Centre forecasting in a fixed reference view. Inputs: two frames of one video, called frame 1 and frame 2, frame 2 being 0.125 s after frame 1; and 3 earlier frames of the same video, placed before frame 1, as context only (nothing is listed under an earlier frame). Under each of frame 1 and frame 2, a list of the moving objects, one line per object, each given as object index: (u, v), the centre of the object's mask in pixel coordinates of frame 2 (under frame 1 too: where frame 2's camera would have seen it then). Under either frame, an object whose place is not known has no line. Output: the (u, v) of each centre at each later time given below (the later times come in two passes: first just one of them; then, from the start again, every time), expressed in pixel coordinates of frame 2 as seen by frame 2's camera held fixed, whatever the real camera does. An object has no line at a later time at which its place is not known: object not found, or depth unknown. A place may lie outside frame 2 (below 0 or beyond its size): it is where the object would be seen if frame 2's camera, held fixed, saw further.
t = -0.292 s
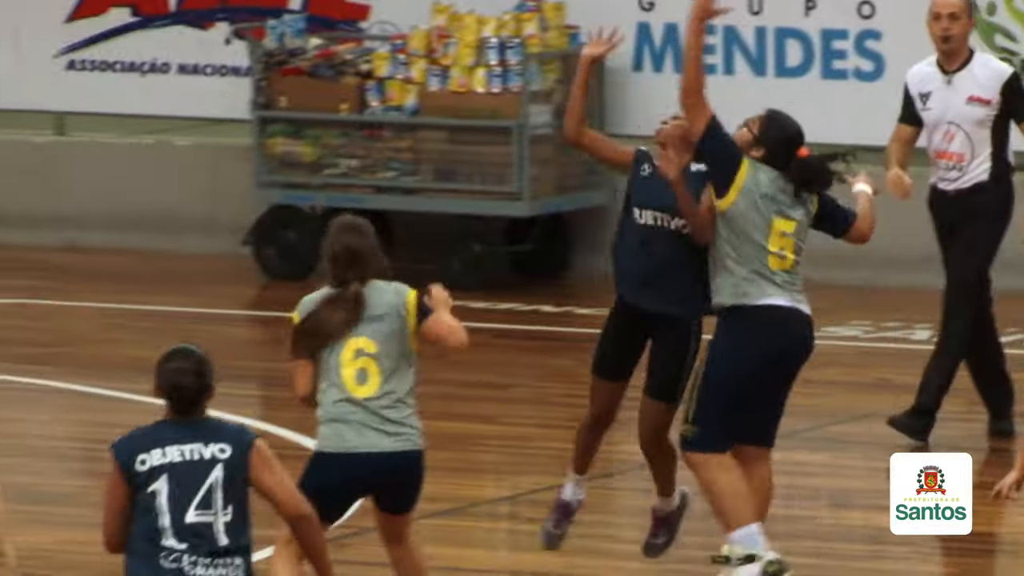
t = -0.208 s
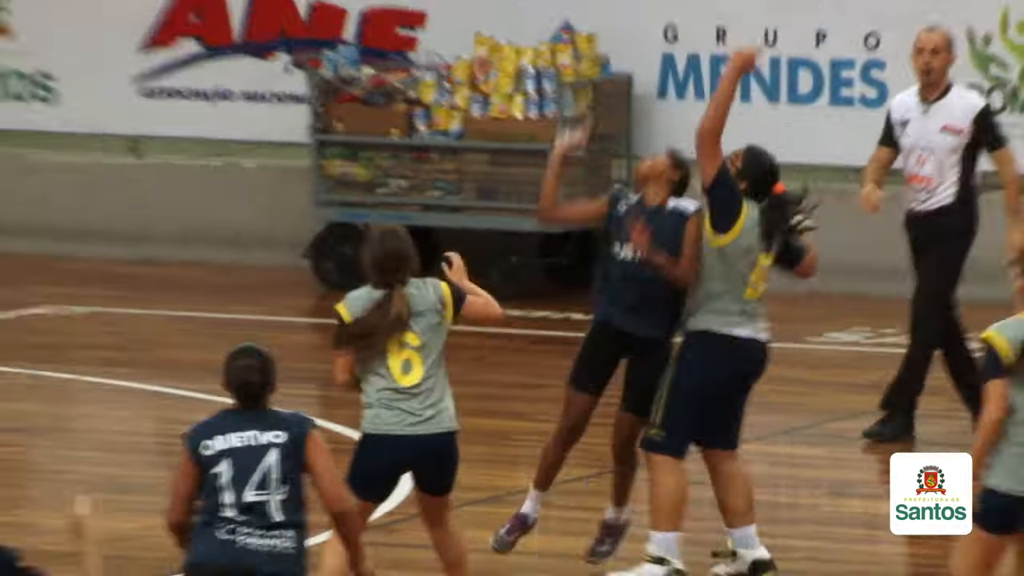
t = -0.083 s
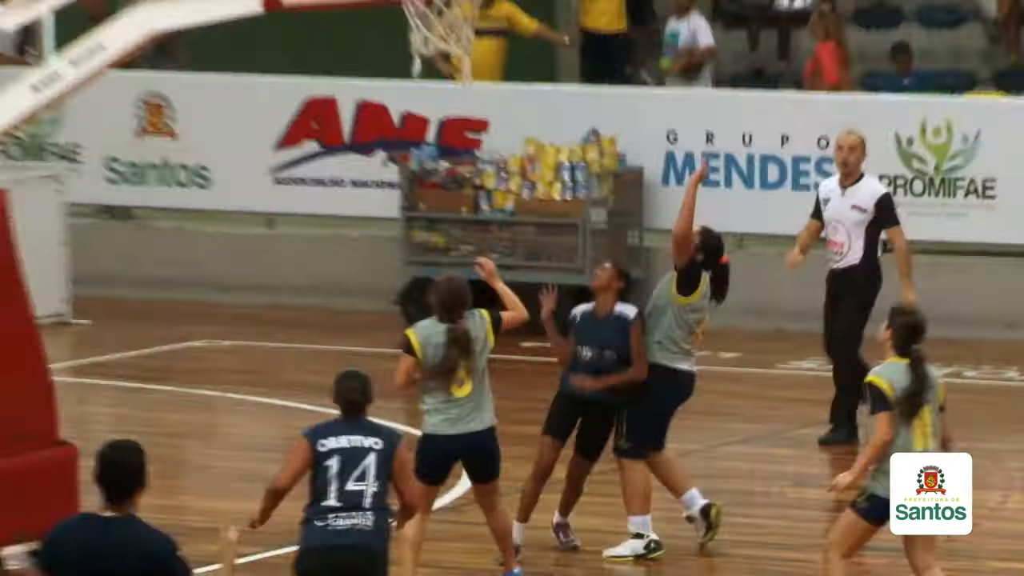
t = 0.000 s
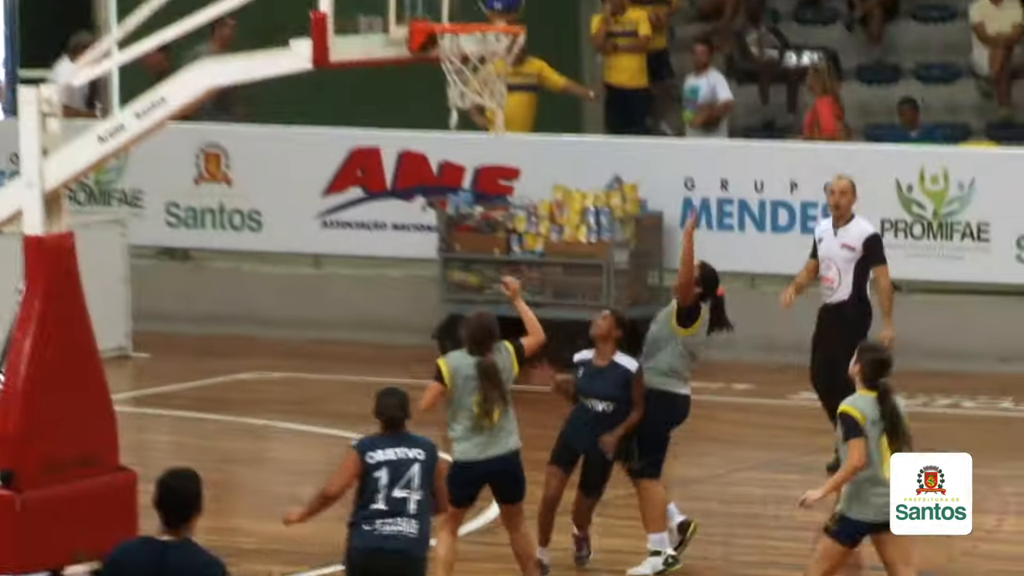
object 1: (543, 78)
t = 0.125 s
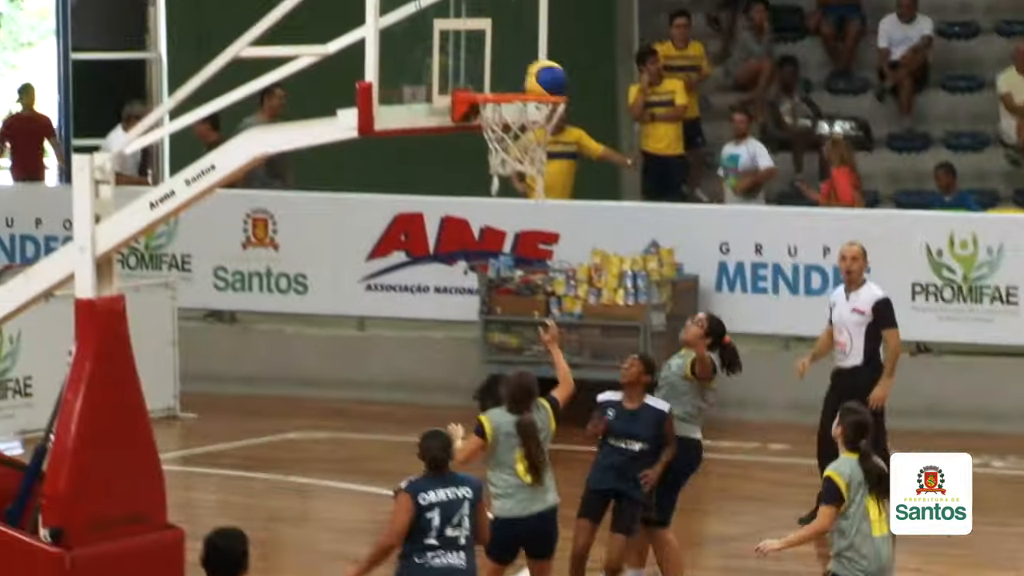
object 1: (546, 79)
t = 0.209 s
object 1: (568, 72)
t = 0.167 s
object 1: (556, 76)
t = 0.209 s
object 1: (568, 72)
